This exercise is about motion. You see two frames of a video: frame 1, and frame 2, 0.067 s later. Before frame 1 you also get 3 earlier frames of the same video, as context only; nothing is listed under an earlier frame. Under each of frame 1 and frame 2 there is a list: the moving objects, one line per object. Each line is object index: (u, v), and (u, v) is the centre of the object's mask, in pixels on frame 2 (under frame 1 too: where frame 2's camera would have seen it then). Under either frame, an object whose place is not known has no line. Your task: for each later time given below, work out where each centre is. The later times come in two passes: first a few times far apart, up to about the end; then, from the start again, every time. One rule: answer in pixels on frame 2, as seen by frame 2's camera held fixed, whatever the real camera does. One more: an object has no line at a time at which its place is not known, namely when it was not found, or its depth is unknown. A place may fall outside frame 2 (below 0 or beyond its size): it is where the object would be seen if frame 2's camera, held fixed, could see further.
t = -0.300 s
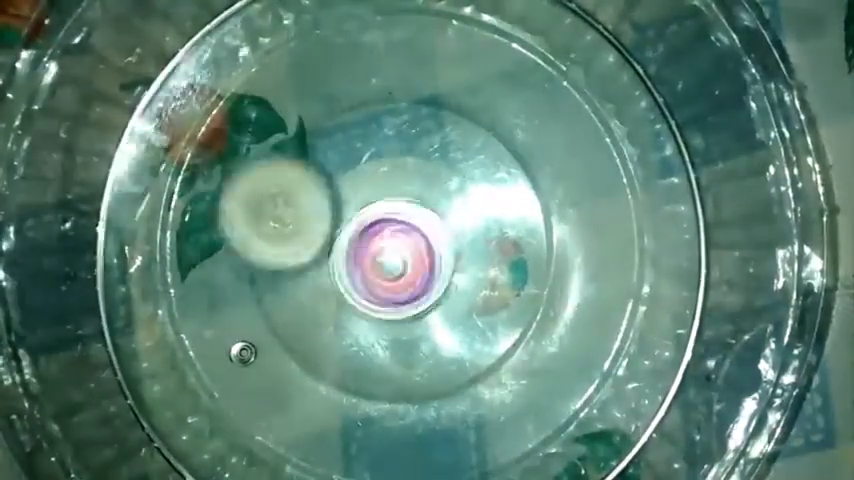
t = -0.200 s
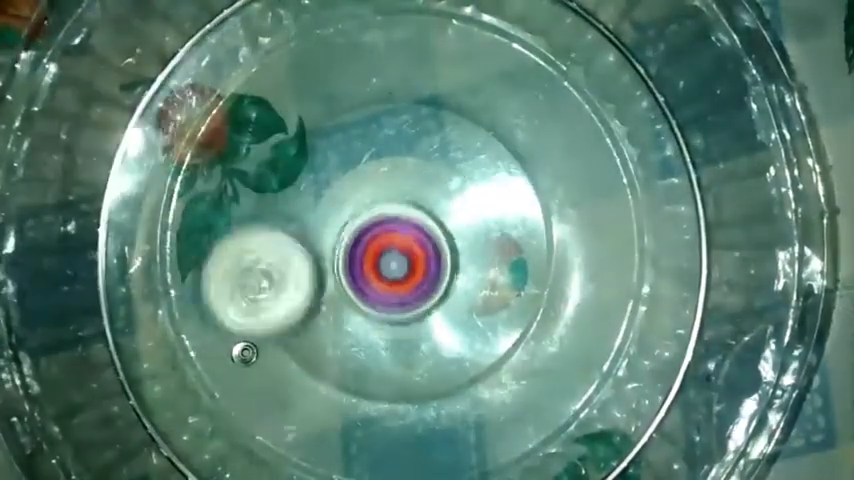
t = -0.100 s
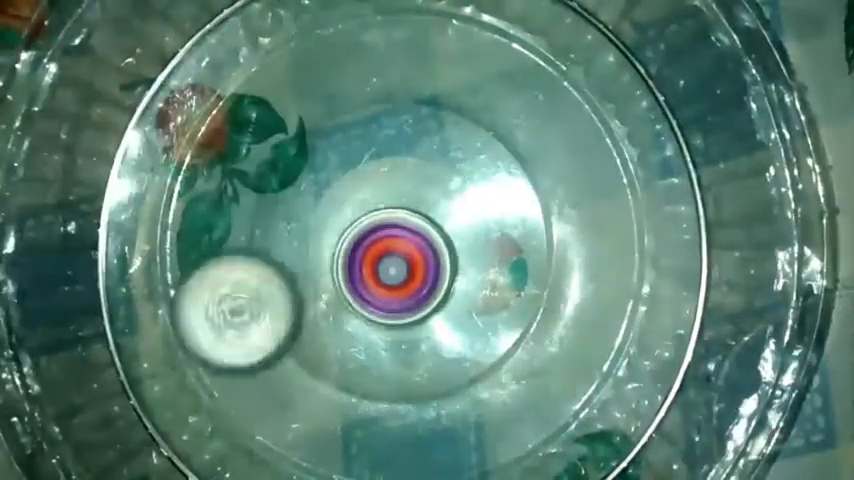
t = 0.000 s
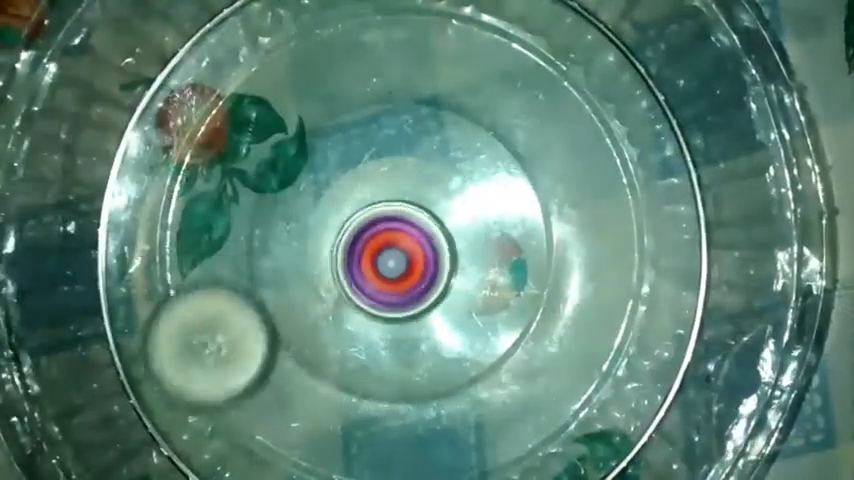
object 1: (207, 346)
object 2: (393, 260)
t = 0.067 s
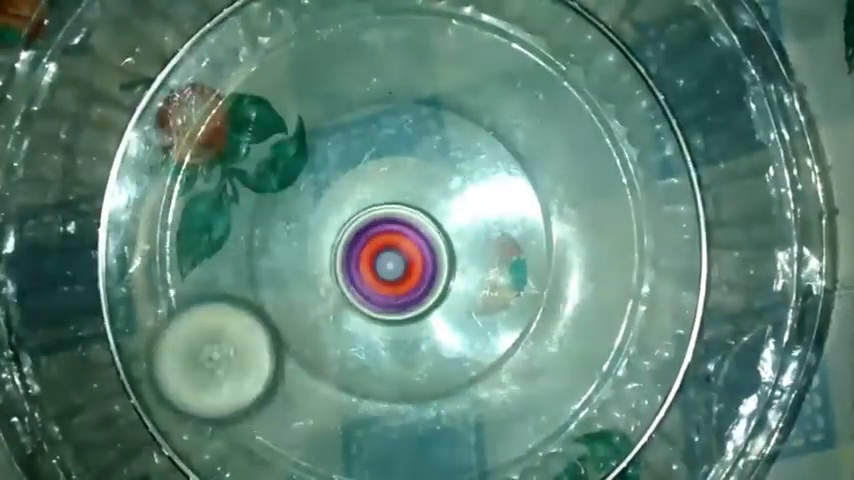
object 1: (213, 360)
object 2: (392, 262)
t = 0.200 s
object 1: (242, 375)
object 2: (389, 259)
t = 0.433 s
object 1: (256, 335)
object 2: (390, 256)
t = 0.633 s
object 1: (263, 303)
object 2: (392, 256)
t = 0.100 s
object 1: (216, 367)
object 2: (391, 262)
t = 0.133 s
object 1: (219, 374)
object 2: (391, 261)
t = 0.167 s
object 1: (228, 377)
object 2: (389, 260)
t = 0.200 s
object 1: (242, 375)
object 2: (389, 259)
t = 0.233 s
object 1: (260, 366)
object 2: (388, 258)
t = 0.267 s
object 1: (275, 352)
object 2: (388, 258)
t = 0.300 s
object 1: (287, 334)
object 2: (388, 255)
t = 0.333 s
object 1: (280, 335)
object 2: (392, 253)
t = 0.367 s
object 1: (270, 338)
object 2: (394, 262)
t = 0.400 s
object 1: (262, 338)
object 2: (386, 255)
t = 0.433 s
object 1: (256, 335)
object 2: (390, 256)
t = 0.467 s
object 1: (251, 332)
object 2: (393, 256)
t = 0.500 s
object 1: (247, 329)
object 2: (395, 256)
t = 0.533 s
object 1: (247, 324)
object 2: (394, 257)
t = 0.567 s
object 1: (250, 318)
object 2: (392, 256)
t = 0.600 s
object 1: (255, 313)
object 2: (393, 256)
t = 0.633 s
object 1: (263, 303)
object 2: (392, 256)
